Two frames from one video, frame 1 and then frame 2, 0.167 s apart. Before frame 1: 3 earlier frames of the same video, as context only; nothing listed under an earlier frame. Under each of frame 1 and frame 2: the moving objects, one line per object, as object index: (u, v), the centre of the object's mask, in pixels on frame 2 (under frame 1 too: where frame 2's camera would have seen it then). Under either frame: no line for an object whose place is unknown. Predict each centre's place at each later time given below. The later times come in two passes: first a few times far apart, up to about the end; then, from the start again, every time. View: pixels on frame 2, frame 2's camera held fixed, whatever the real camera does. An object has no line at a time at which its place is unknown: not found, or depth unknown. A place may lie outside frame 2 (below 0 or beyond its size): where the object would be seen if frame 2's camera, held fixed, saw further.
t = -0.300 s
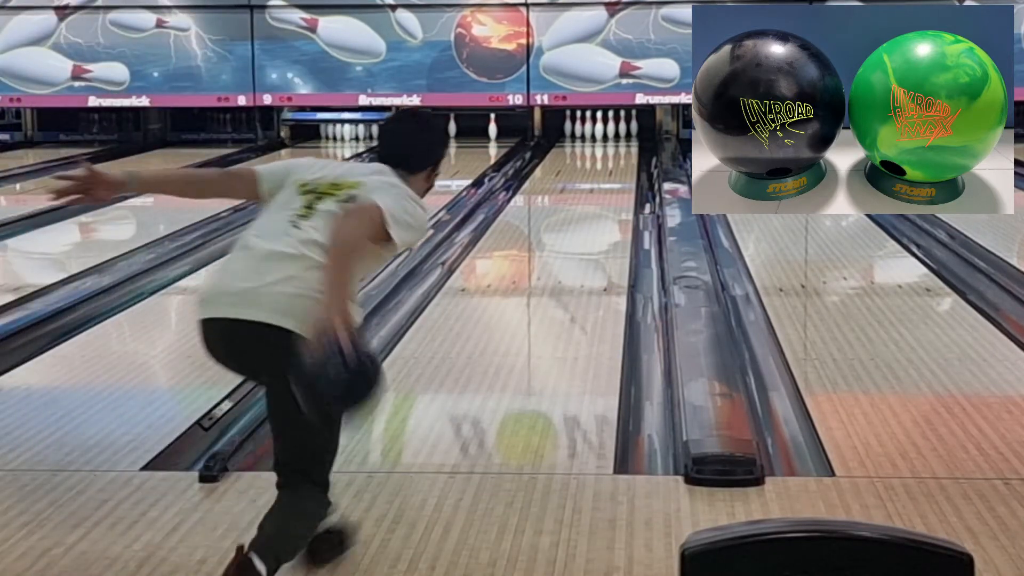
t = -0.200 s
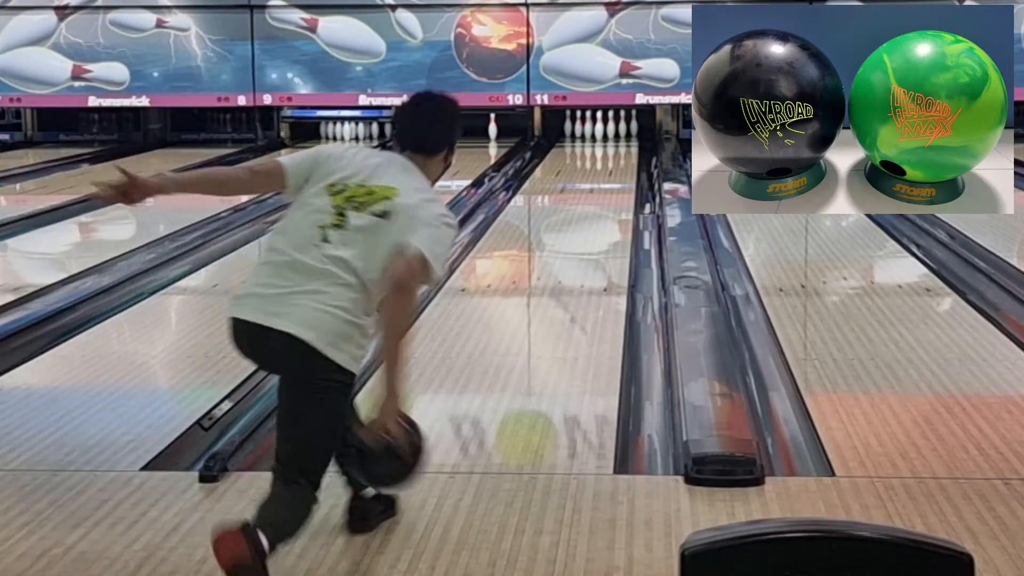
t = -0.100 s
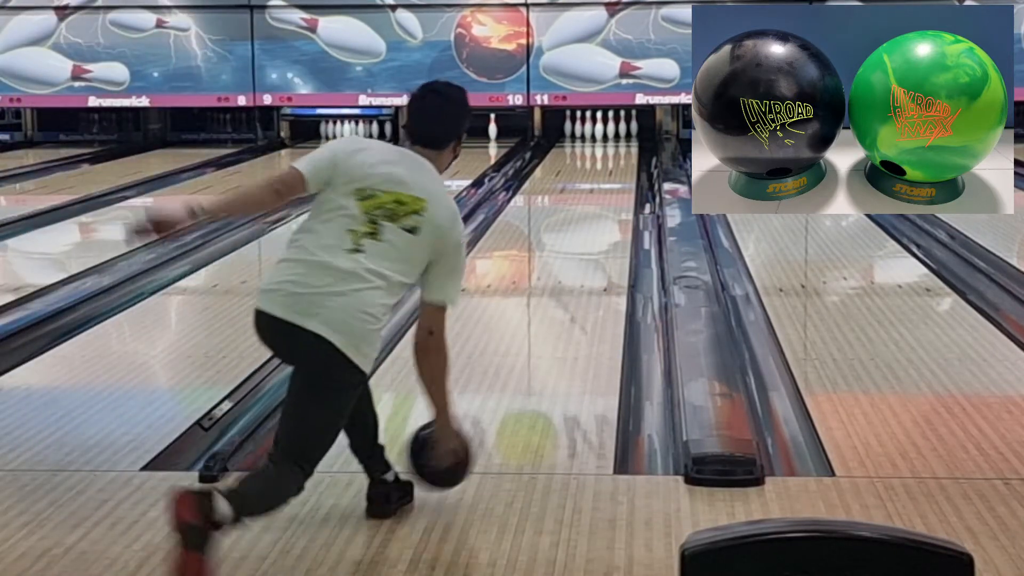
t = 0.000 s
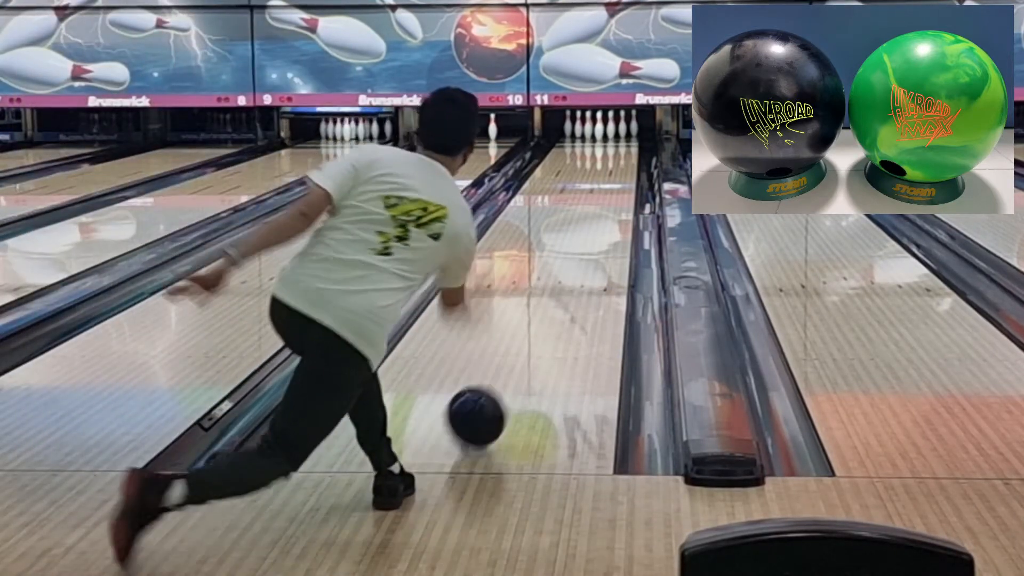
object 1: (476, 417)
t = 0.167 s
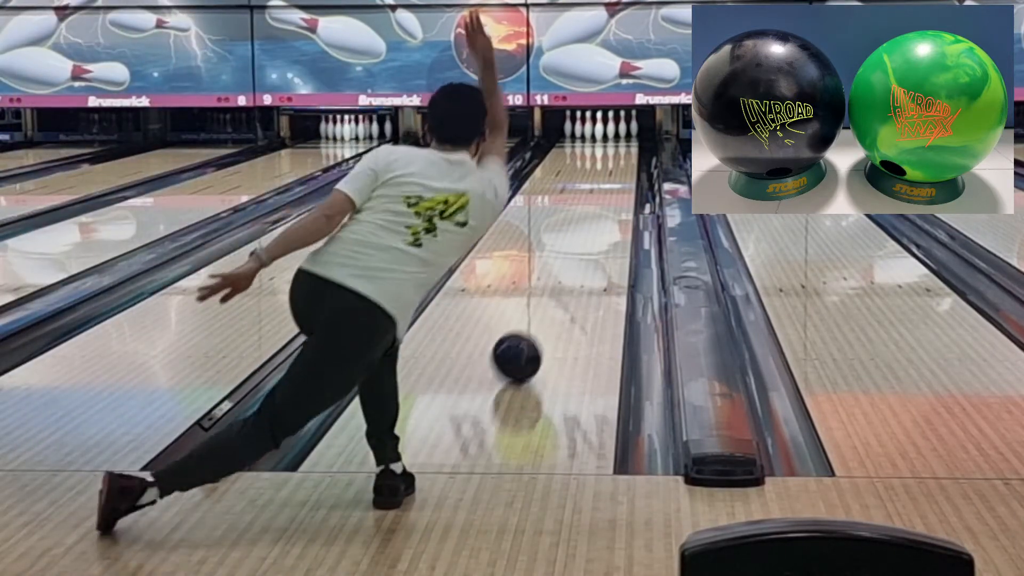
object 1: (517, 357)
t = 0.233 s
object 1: (529, 337)
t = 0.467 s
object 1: (564, 283)
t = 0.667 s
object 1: (584, 250)
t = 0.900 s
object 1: (601, 221)
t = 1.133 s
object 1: (612, 199)
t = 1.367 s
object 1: (619, 182)
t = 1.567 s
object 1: (622, 170)
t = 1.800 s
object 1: (622, 159)
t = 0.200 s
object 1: (524, 346)
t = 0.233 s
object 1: (529, 337)
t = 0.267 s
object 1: (535, 329)
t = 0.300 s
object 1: (541, 320)
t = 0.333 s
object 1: (546, 311)
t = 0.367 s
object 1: (551, 303)
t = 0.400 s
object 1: (555, 296)
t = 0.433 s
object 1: (559, 289)
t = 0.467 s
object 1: (564, 283)
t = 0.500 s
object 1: (567, 276)
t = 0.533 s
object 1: (571, 271)
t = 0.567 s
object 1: (575, 265)
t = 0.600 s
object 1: (578, 260)
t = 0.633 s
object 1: (581, 255)
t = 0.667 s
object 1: (584, 250)
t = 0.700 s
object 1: (587, 245)
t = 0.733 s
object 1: (590, 241)
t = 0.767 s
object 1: (592, 236)
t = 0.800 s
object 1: (595, 232)
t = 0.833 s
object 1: (597, 228)
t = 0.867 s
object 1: (599, 225)
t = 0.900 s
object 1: (601, 221)
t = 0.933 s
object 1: (603, 218)
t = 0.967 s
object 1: (605, 214)
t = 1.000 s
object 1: (607, 211)
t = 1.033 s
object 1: (609, 208)
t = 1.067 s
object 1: (610, 205)
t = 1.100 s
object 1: (611, 202)
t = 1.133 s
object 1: (612, 199)
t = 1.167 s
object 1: (614, 196)
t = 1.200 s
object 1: (615, 194)
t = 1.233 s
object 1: (616, 191)
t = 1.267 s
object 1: (617, 189)
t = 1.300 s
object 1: (618, 186)
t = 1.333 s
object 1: (618, 184)
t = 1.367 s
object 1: (619, 182)
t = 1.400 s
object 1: (620, 180)
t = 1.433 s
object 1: (620, 178)
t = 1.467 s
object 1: (621, 176)
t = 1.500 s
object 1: (621, 174)
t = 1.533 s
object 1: (621, 172)
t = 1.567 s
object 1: (622, 170)
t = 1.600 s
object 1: (622, 169)
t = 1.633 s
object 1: (622, 167)
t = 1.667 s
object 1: (622, 165)
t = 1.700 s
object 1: (622, 164)
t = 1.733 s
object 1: (622, 162)
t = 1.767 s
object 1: (622, 161)
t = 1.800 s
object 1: (622, 159)
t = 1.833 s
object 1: (622, 158)
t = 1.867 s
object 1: (622, 157)
